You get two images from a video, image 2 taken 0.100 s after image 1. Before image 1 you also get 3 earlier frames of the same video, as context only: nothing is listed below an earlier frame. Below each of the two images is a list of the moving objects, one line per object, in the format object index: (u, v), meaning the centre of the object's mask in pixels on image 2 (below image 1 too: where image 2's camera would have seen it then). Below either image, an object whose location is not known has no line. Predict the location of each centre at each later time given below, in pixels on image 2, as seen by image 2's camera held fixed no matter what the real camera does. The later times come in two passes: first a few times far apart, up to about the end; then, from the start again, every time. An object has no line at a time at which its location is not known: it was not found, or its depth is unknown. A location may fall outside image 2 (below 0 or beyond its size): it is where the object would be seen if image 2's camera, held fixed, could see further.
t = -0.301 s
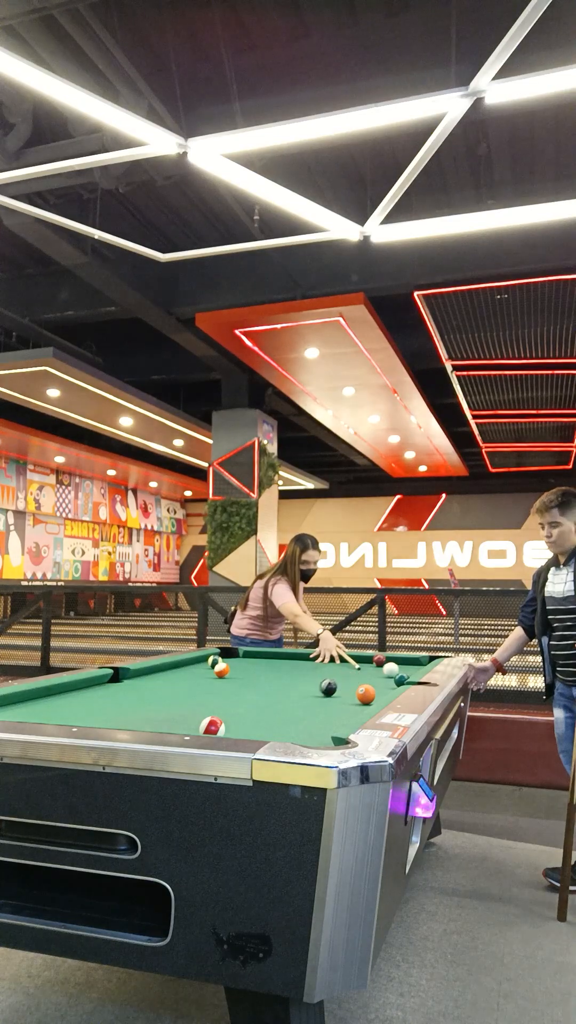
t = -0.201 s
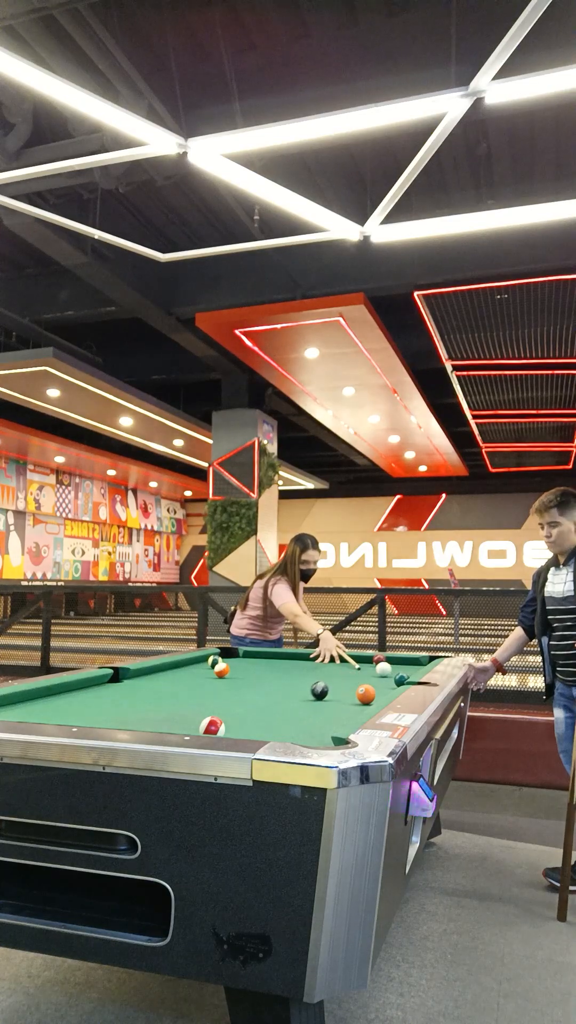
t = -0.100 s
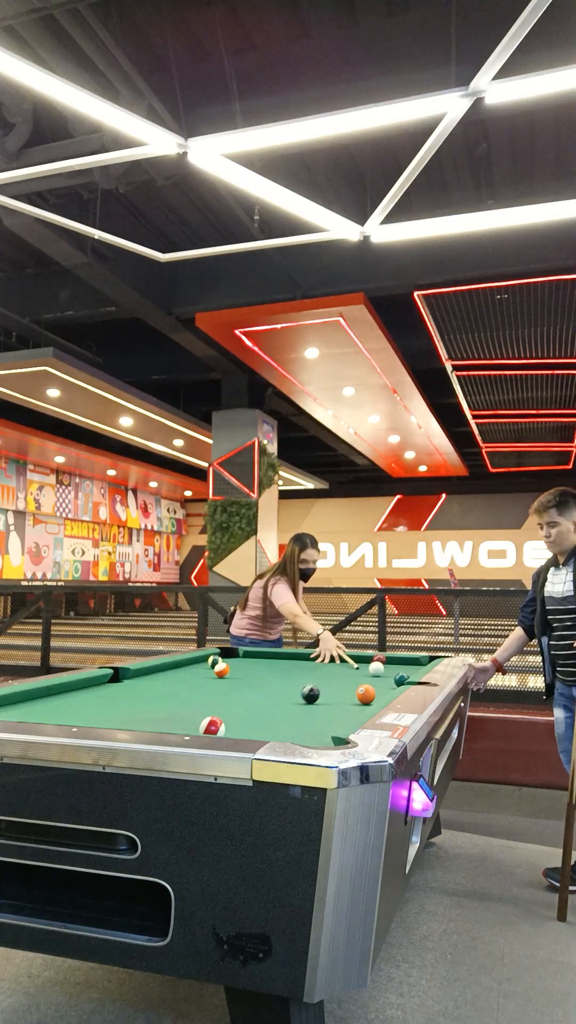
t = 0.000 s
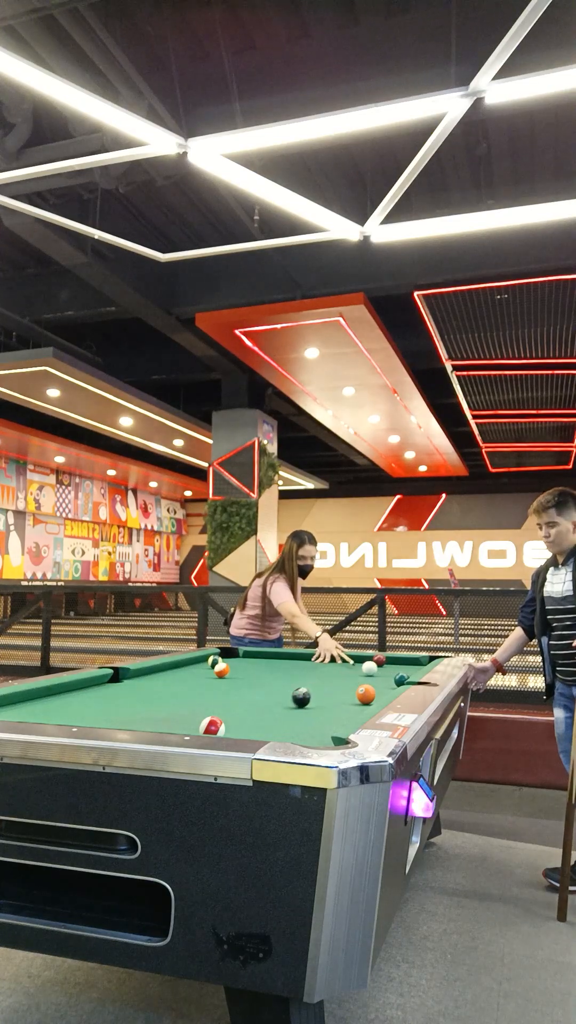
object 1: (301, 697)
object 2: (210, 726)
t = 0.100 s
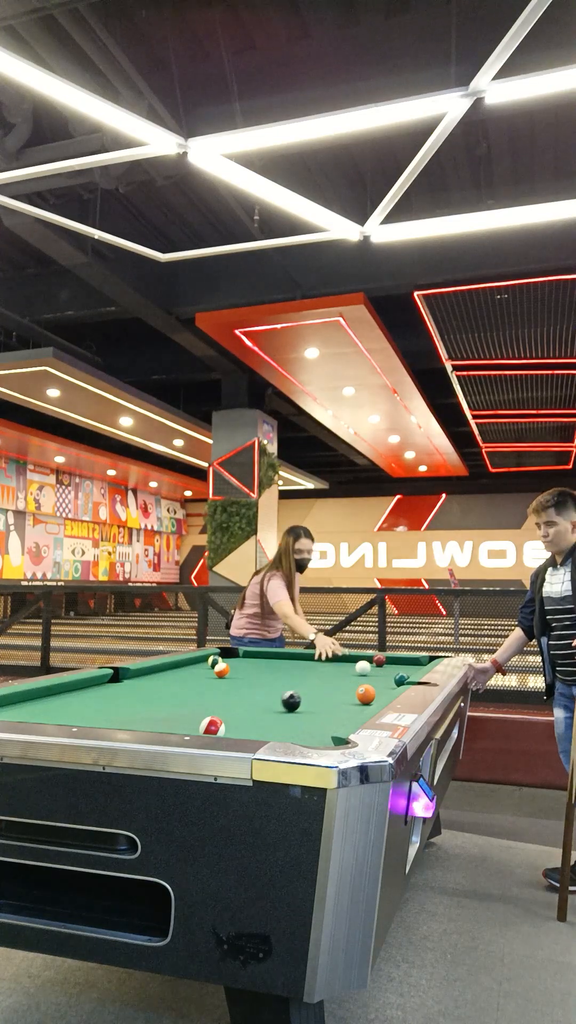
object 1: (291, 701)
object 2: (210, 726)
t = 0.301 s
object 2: (211, 726)
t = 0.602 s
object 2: (210, 726)
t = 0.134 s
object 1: (287, 703)
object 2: (210, 726)
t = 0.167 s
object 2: (210, 726)
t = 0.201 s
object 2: (210, 726)
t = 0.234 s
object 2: (210, 726)
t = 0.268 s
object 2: (210, 726)
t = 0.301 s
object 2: (211, 726)
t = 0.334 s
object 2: (210, 726)
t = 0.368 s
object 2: (210, 726)
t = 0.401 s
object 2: (211, 726)
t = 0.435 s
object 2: (210, 726)
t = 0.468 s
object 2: (210, 726)
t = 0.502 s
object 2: (211, 726)
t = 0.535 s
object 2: (211, 726)
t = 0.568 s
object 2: (210, 726)
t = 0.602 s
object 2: (210, 726)
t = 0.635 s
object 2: (210, 726)
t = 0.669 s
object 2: (205, 726)
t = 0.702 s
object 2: (200, 727)
